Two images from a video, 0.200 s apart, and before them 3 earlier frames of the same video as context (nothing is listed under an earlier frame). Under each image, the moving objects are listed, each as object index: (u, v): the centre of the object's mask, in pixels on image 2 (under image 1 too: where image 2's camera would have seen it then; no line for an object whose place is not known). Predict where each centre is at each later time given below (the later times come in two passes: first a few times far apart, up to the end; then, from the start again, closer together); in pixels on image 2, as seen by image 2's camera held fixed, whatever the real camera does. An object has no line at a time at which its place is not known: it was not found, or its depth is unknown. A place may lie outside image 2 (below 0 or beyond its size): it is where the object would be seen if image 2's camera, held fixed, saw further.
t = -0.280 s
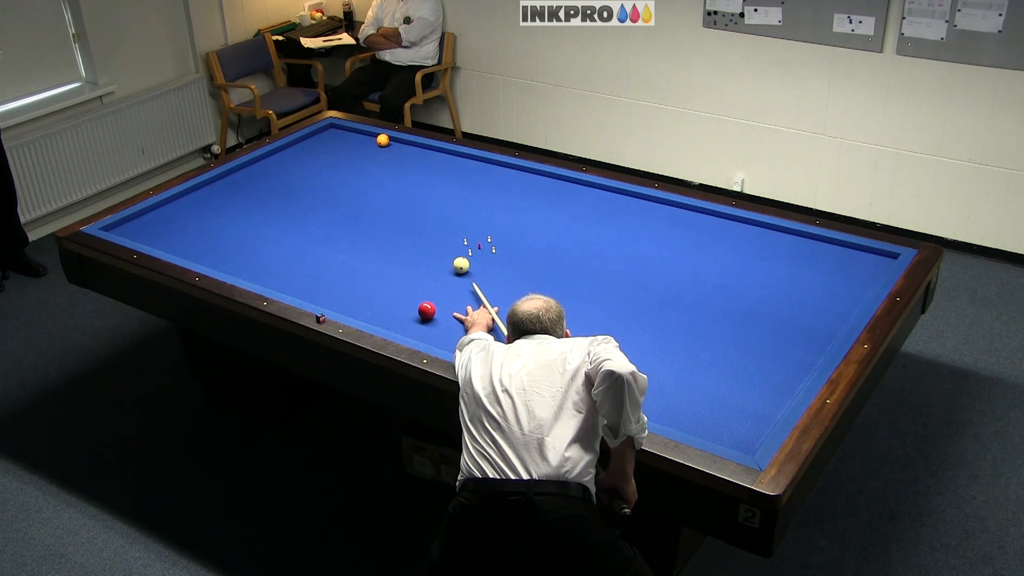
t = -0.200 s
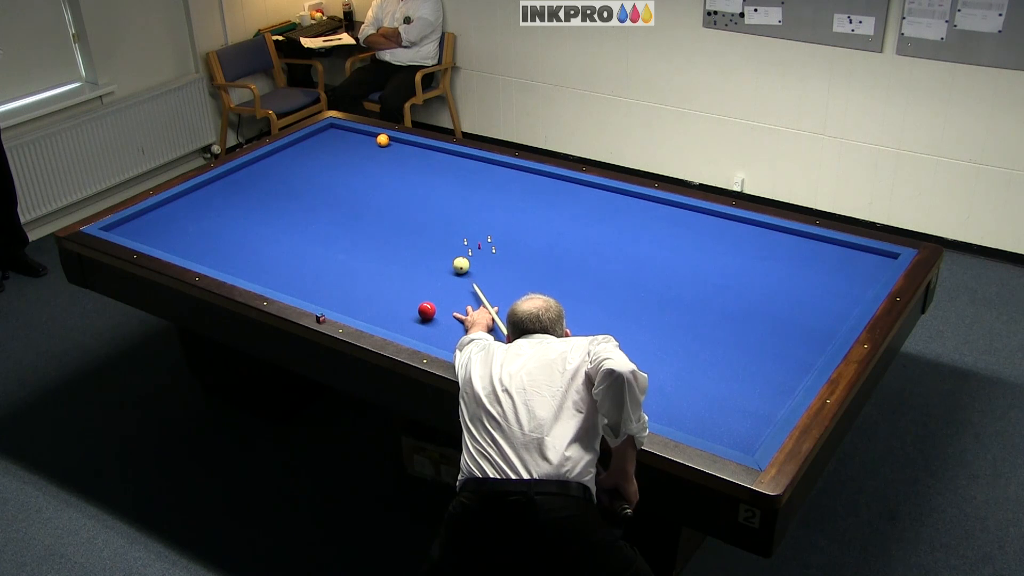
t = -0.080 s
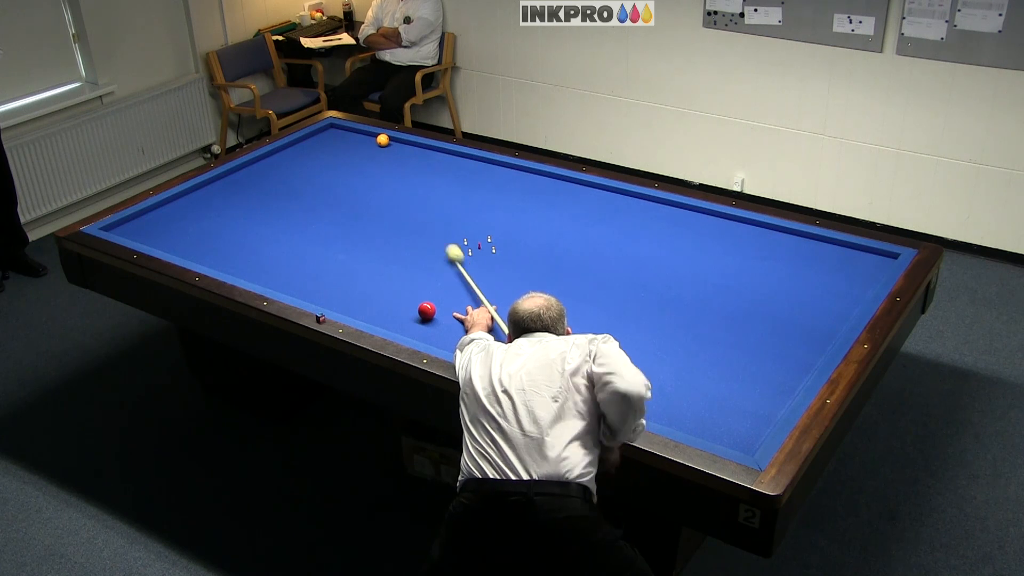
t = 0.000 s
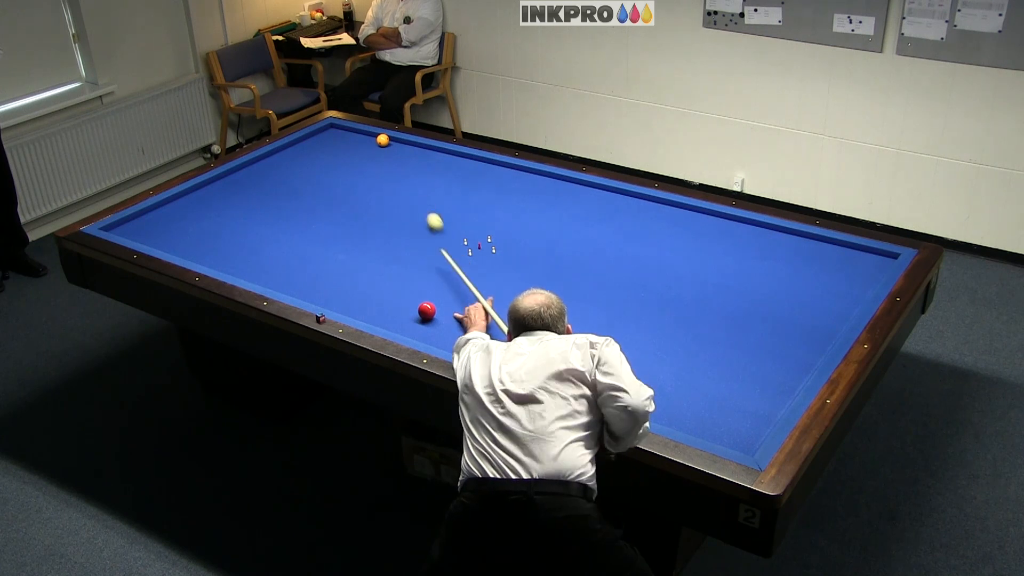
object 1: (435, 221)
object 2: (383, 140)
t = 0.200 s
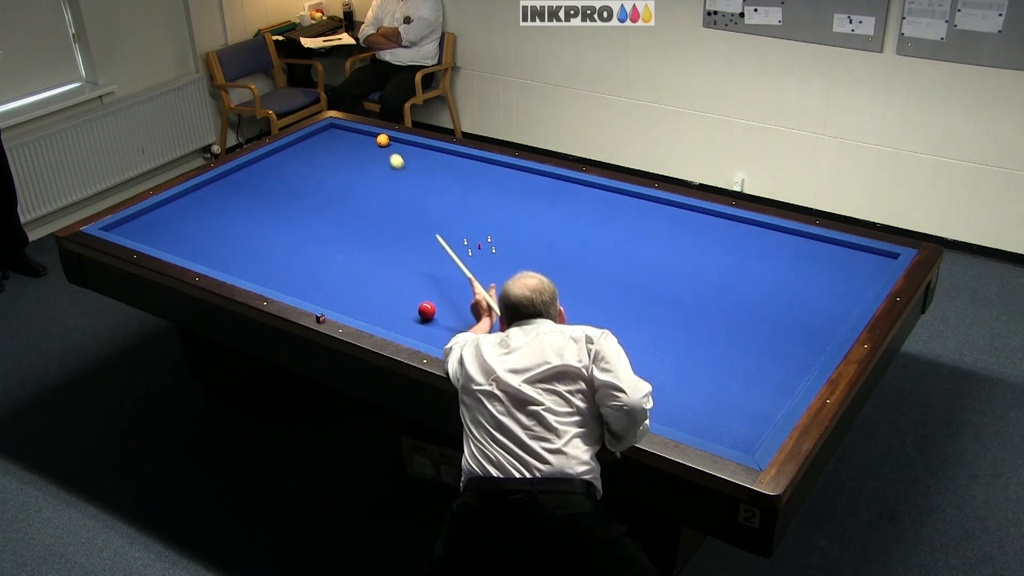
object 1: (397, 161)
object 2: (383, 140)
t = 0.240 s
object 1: (391, 152)
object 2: (383, 140)
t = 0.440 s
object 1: (381, 143)
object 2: (319, 144)
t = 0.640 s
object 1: (375, 142)
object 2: (279, 158)
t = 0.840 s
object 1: (370, 140)
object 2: (268, 177)
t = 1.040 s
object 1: (365, 139)
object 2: (256, 198)
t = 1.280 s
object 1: (359, 137)
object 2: (240, 226)
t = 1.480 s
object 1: (355, 136)
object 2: (226, 251)
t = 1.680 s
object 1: (351, 135)
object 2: (234, 266)
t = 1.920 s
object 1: (347, 133)
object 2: (287, 263)
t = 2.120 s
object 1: (343, 132)
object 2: (327, 260)
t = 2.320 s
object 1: (341, 132)
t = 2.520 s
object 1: (338, 131)
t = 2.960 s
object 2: (508, 250)
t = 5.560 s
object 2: (869, 275)
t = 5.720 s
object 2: (859, 275)
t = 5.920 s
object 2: (847, 275)
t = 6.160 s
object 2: (833, 275)
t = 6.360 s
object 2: (822, 275)
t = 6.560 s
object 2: (812, 275)
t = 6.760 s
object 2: (802, 275)
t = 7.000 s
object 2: (791, 275)
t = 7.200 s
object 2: (782, 275)
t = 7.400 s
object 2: (773, 275)
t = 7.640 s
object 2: (764, 276)
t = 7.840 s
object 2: (757, 276)
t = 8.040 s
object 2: (750, 276)
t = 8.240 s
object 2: (744, 276)
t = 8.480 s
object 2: (737, 276)
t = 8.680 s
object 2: (731, 276)
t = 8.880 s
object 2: (726, 276)
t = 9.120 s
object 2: (721, 276)
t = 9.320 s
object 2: (718, 276)
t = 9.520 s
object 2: (714, 276)
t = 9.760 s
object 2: (711, 275)
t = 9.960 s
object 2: (709, 275)
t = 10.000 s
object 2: (709, 275)
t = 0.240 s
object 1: (391, 152)
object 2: (383, 140)
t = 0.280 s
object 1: (386, 145)
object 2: (381, 137)
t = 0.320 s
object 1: (384, 144)
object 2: (368, 138)
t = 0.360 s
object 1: (383, 144)
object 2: (351, 140)
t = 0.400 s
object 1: (382, 144)
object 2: (334, 141)
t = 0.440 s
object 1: (381, 143)
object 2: (319, 144)
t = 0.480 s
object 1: (379, 143)
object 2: (303, 145)
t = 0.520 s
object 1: (378, 143)
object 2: (289, 147)
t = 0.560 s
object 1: (377, 142)
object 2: (282, 150)
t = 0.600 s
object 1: (376, 142)
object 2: (280, 154)
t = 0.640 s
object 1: (375, 142)
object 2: (279, 158)
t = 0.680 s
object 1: (374, 141)
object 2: (277, 162)
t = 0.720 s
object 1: (373, 141)
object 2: (275, 166)
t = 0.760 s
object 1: (372, 141)
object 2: (272, 170)
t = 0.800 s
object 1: (371, 140)
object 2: (270, 174)
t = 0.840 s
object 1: (370, 140)
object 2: (268, 177)
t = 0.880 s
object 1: (369, 140)
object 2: (266, 182)
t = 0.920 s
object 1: (368, 139)
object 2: (263, 186)
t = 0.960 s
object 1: (367, 139)
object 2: (261, 190)
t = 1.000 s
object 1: (366, 139)
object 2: (258, 194)
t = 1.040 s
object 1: (365, 139)
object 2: (256, 198)
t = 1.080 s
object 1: (364, 138)
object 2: (254, 203)
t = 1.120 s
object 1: (363, 138)
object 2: (251, 207)
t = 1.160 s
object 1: (362, 138)
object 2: (248, 212)
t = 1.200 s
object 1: (361, 137)
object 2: (245, 216)
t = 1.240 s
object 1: (360, 137)
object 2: (243, 221)
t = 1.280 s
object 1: (359, 137)
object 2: (240, 226)
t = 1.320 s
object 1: (358, 137)
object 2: (237, 231)
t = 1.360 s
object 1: (357, 137)
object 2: (235, 236)
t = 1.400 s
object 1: (357, 136)
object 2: (232, 241)
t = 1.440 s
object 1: (356, 136)
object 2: (229, 246)
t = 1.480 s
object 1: (355, 136)
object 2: (226, 251)
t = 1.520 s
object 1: (354, 136)
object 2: (223, 256)
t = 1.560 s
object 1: (353, 135)
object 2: (220, 261)
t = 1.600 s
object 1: (353, 135)
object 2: (218, 265)
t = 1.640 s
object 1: (352, 135)
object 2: (224, 266)
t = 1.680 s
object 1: (351, 135)
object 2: (234, 266)
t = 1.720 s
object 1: (350, 134)
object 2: (244, 265)
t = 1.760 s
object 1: (349, 134)
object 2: (253, 264)
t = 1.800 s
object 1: (349, 134)
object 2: (261, 264)
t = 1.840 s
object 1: (348, 134)
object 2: (270, 263)
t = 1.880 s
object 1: (347, 134)
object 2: (279, 263)
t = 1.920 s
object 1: (347, 133)
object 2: (287, 263)
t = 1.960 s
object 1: (346, 133)
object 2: (296, 262)
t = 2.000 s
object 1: (345, 133)
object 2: (305, 262)
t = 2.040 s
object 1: (345, 133)
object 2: (313, 261)
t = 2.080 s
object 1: (344, 133)
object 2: (322, 261)
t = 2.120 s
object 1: (343, 132)
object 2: (327, 260)
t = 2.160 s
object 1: (343, 132)
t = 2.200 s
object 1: (342, 132)
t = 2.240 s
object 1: (342, 132)
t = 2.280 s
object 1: (341, 132)
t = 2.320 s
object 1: (341, 132)
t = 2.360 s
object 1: (340, 131)
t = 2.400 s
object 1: (339, 131)
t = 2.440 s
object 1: (339, 131)
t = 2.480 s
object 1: (339, 131)
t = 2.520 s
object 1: (338, 131)
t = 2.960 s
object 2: (508, 250)
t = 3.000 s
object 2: (513, 250)
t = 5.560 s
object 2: (869, 275)
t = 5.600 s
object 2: (866, 275)
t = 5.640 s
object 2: (864, 275)
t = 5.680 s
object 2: (862, 275)
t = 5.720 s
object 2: (859, 275)
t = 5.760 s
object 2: (856, 275)
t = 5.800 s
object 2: (854, 275)
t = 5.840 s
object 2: (852, 275)
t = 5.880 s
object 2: (849, 275)
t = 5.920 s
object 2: (847, 275)
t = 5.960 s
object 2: (845, 275)
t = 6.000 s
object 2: (843, 275)
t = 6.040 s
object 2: (840, 275)
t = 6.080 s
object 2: (838, 275)
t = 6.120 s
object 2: (836, 275)
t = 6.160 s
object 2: (833, 275)
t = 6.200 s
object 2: (831, 275)
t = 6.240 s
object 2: (829, 275)
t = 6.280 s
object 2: (826, 275)
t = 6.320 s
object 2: (824, 275)
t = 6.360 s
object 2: (822, 275)
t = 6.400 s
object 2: (820, 275)
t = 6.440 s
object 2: (818, 275)
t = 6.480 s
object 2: (816, 275)
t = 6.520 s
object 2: (814, 275)
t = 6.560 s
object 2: (812, 275)
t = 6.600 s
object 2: (810, 275)
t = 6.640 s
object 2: (808, 275)
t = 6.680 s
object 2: (806, 275)
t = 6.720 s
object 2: (804, 275)
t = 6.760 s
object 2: (802, 275)
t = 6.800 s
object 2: (800, 275)
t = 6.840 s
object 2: (798, 275)
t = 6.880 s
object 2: (796, 275)
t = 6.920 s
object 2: (794, 275)
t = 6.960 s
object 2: (793, 275)
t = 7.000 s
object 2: (791, 275)
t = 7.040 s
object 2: (789, 275)
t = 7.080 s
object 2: (787, 275)
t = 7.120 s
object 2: (785, 275)
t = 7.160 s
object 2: (783, 275)
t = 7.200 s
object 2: (782, 275)
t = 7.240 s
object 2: (780, 275)
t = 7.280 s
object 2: (778, 275)
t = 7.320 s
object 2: (777, 275)
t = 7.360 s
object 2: (775, 275)
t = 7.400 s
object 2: (773, 275)
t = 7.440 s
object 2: (772, 276)
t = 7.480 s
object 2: (770, 276)
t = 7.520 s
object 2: (768, 276)
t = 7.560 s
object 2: (767, 276)
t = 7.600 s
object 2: (766, 276)
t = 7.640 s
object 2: (764, 276)
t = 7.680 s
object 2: (762, 276)
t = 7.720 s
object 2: (761, 276)
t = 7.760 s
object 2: (759, 276)
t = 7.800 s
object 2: (758, 276)
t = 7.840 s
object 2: (757, 276)
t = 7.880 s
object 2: (755, 276)
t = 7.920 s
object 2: (754, 276)
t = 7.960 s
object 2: (753, 276)
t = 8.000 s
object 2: (751, 276)
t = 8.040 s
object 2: (750, 276)
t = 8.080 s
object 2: (748, 276)
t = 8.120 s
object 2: (747, 276)
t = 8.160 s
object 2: (746, 276)
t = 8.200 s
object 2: (745, 276)
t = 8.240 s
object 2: (744, 276)
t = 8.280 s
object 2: (742, 276)
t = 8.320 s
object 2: (741, 276)
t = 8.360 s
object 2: (740, 276)
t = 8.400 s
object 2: (739, 276)
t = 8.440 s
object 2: (738, 276)
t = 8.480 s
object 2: (737, 276)
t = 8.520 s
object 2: (735, 276)
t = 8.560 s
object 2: (734, 276)
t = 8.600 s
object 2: (733, 276)
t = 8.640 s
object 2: (732, 276)
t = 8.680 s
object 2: (731, 276)
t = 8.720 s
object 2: (730, 276)
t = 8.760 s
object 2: (729, 276)
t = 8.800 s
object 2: (728, 276)
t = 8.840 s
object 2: (727, 276)
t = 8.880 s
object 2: (726, 276)
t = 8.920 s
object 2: (726, 276)
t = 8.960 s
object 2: (725, 276)
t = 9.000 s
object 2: (724, 276)
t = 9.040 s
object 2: (723, 276)
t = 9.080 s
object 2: (722, 276)
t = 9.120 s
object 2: (721, 276)
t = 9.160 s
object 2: (721, 275)
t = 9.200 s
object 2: (720, 276)
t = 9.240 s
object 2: (719, 276)
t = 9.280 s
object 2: (718, 276)
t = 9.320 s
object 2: (718, 276)
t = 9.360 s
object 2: (717, 275)
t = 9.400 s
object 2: (716, 275)
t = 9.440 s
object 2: (716, 276)
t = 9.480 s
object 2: (715, 276)
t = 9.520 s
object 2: (714, 276)
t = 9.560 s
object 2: (714, 275)
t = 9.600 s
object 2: (713, 276)
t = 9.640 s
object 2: (713, 276)
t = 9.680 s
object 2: (712, 275)
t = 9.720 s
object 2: (712, 275)
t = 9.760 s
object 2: (711, 275)
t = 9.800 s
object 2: (711, 275)
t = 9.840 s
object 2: (710, 275)
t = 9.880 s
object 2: (710, 275)
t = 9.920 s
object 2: (710, 275)
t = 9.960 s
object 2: (709, 275)
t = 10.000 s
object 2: (709, 275)
